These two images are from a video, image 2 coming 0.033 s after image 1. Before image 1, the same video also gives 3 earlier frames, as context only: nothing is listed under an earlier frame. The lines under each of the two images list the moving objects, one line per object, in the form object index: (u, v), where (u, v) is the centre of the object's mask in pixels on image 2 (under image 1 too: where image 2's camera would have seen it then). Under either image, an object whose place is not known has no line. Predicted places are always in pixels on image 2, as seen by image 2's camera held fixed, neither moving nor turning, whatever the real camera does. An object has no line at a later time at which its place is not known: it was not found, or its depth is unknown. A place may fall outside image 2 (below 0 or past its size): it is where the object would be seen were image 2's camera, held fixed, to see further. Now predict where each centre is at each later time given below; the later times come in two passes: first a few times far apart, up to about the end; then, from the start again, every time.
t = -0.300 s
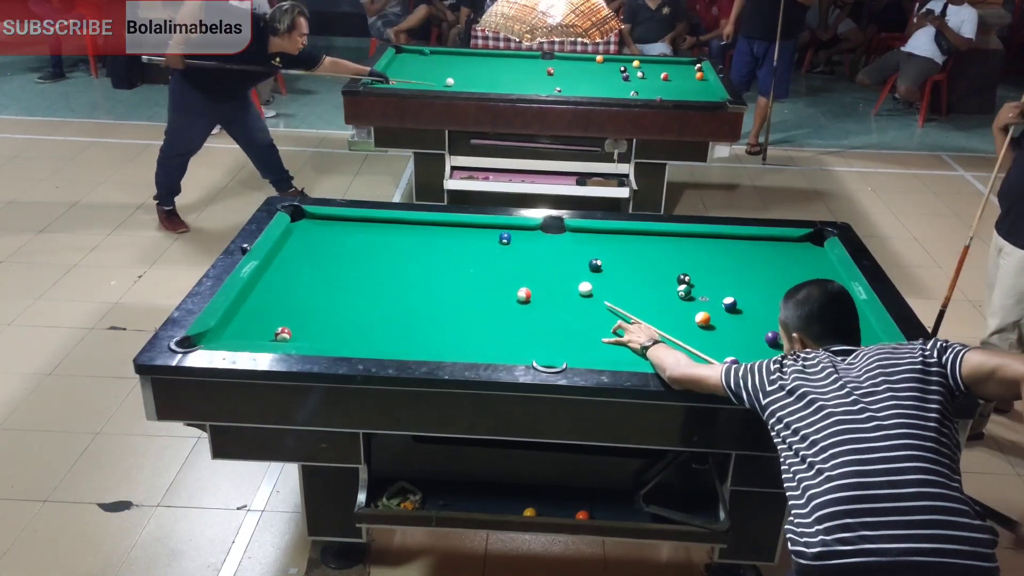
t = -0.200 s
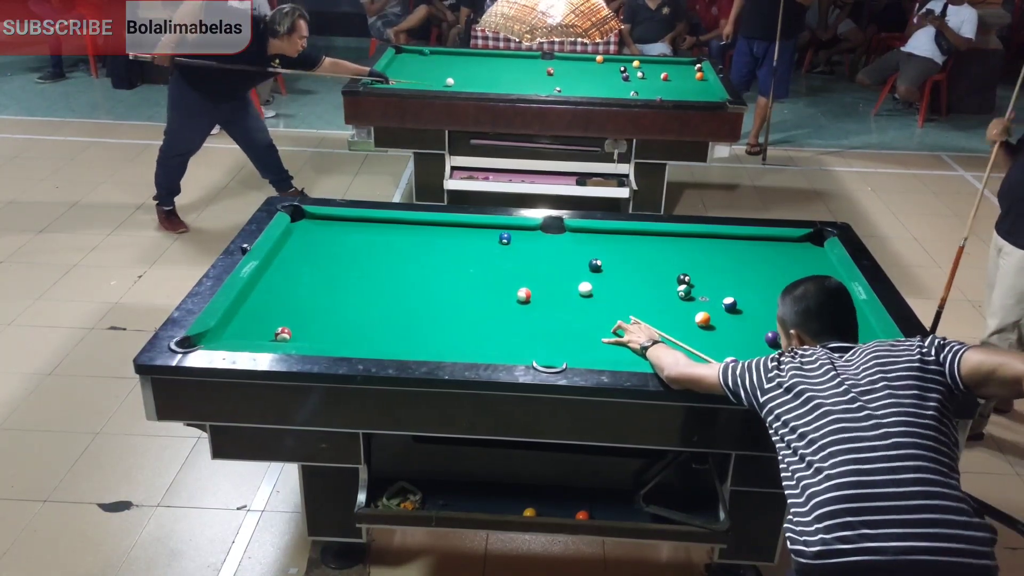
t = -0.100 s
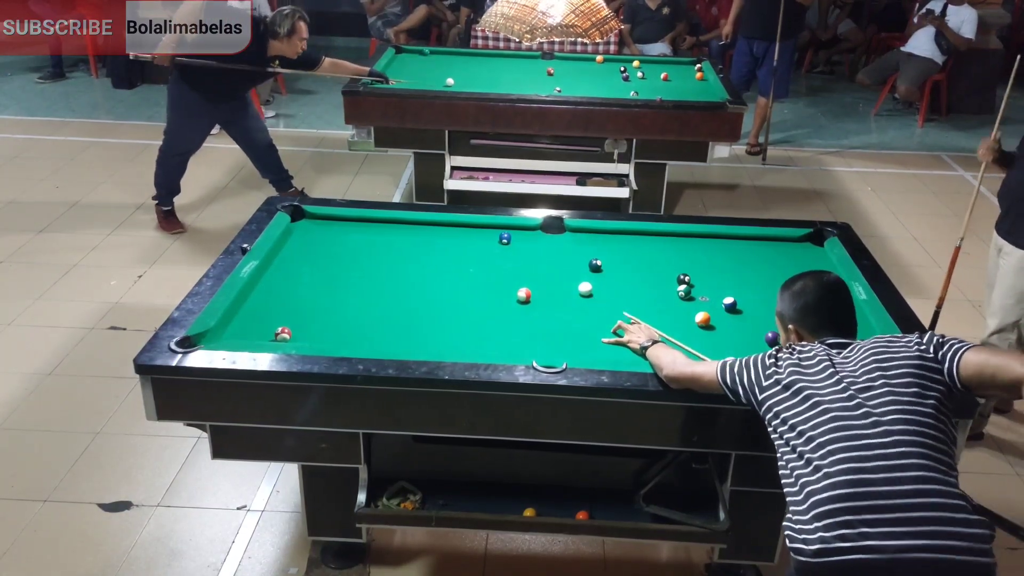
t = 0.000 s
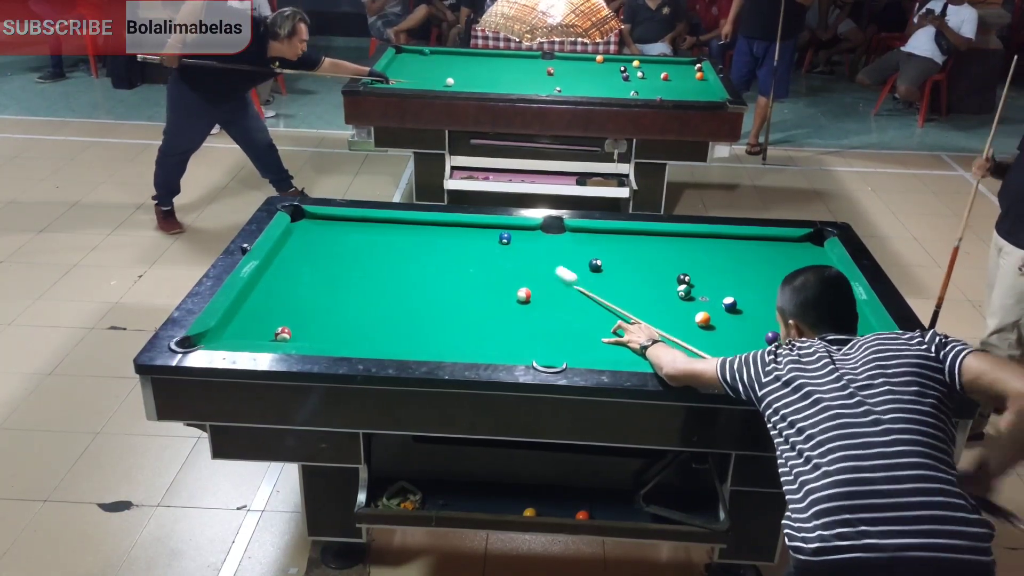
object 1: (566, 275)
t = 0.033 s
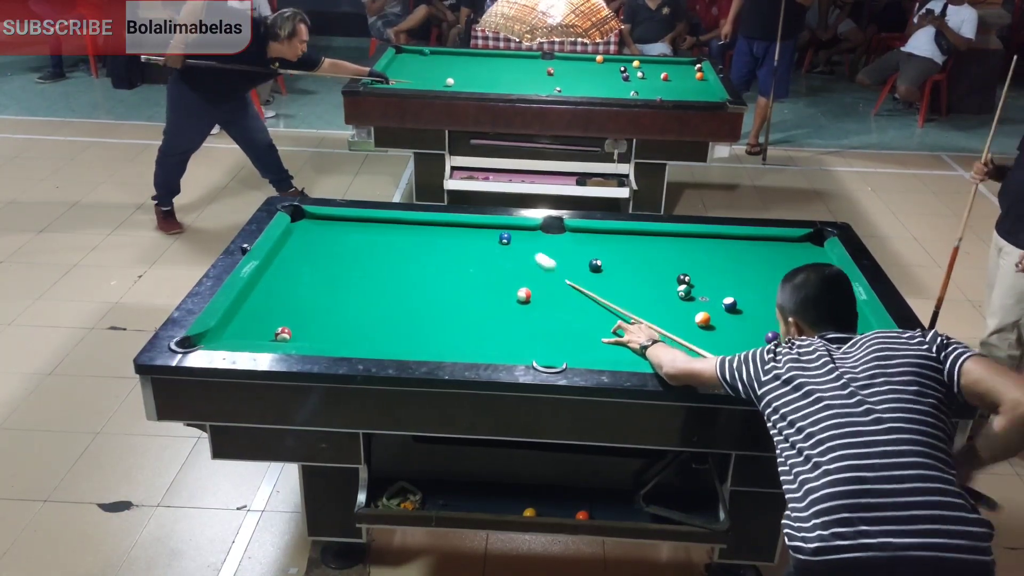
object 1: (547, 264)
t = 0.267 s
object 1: (538, 237)
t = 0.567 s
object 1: (582, 241)
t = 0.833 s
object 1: (619, 243)
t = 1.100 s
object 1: (653, 246)
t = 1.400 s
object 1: (689, 248)
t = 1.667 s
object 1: (717, 250)
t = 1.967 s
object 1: (745, 252)
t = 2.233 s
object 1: (767, 254)
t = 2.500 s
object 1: (786, 255)
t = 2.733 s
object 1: (800, 256)
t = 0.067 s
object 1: (526, 248)
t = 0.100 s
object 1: (515, 241)
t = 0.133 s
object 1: (519, 240)
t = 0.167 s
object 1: (524, 239)
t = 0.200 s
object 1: (528, 238)
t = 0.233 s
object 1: (533, 238)
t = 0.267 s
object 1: (538, 237)
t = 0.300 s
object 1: (543, 238)
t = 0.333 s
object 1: (548, 238)
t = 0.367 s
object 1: (553, 239)
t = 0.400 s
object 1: (558, 239)
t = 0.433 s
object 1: (563, 239)
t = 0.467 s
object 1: (568, 239)
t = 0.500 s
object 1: (572, 240)
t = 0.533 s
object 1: (577, 240)
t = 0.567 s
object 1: (582, 241)
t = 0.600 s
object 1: (587, 241)
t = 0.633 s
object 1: (591, 241)
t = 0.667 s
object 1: (596, 242)
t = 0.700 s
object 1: (601, 242)
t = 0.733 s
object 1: (605, 242)
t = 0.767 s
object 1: (610, 243)
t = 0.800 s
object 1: (615, 243)
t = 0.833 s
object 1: (619, 243)
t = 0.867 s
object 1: (623, 244)
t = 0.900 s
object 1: (628, 244)
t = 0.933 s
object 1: (632, 244)
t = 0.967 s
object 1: (636, 244)
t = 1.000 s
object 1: (641, 245)
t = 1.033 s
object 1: (645, 245)
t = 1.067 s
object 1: (649, 245)
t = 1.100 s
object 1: (653, 246)
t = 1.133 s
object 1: (657, 246)
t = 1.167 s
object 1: (661, 246)
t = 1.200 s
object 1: (665, 246)
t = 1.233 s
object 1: (669, 247)
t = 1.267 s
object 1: (673, 247)
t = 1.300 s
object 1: (677, 247)
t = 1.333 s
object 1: (681, 248)
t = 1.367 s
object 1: (685, 248)
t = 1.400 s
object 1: (689, 248)
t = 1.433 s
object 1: (692, 249)
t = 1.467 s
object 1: (696, 249)
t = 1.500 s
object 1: (699, 249)
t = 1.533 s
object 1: (703, 249)
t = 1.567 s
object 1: (706, 250)
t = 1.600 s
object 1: (710, 250)
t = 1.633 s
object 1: (713, 250)
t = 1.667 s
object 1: (717, 250)
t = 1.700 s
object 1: (720, 250)
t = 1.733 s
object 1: (723, 251)
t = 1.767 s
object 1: (726, 251)
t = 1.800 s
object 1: (729, 251)
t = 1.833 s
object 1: (733, 251)
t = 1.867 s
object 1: (736, 252)
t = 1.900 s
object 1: (739, 252)
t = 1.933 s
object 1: (742, 252)
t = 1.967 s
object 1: (745, 252)
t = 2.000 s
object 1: (748, 252)
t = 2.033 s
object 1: (751, 252)
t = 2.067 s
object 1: (753, 253)
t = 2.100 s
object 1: (756, 253)
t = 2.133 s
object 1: (759, 253)
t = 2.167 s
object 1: (762, 253)
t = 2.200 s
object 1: (764, 254)
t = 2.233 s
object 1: (767, 254)
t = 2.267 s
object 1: (769, 254)
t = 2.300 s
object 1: (772, 254)
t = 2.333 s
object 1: (774, 254)
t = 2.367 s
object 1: (777, 254)
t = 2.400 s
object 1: (779, 255)
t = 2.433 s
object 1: (781, 255)
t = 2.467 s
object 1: (784, 255)
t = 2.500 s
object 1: (786, 255)
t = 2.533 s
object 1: (788, 255)
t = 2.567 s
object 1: (790, 255)
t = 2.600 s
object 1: (792, 255)
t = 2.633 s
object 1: (794, 256)
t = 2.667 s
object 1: (796, 256)
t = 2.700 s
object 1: (798, 256)
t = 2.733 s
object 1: (800, 256)
